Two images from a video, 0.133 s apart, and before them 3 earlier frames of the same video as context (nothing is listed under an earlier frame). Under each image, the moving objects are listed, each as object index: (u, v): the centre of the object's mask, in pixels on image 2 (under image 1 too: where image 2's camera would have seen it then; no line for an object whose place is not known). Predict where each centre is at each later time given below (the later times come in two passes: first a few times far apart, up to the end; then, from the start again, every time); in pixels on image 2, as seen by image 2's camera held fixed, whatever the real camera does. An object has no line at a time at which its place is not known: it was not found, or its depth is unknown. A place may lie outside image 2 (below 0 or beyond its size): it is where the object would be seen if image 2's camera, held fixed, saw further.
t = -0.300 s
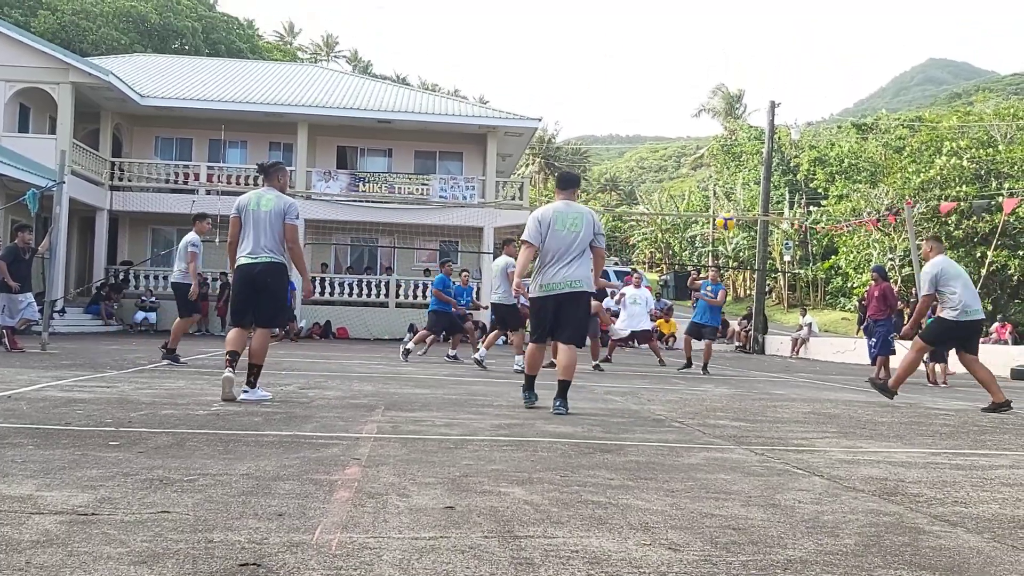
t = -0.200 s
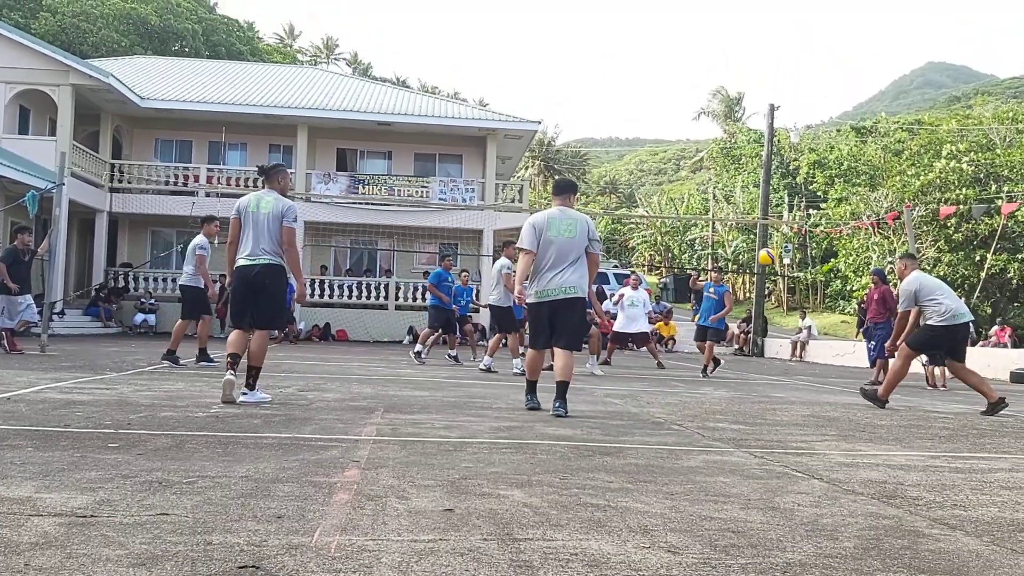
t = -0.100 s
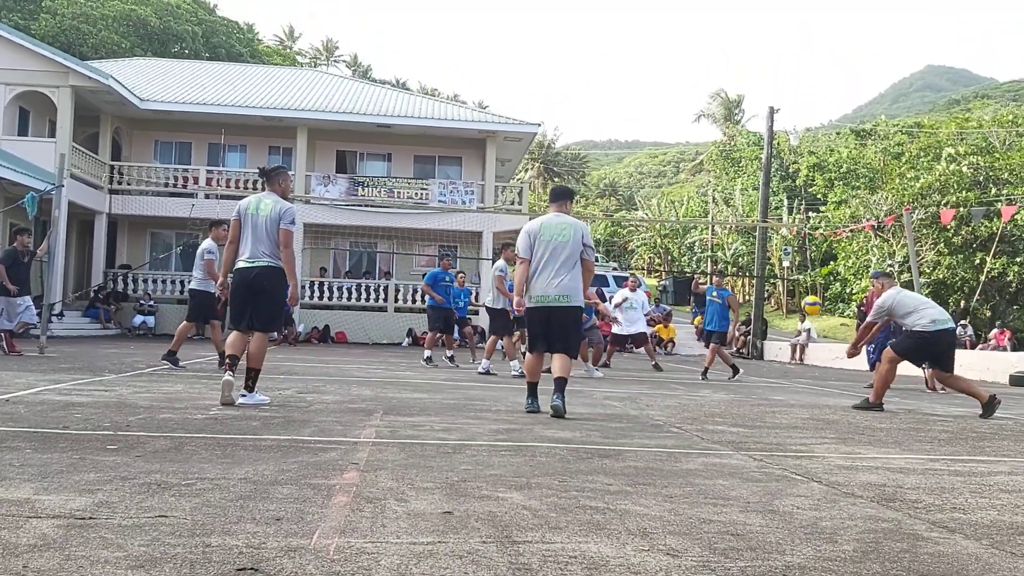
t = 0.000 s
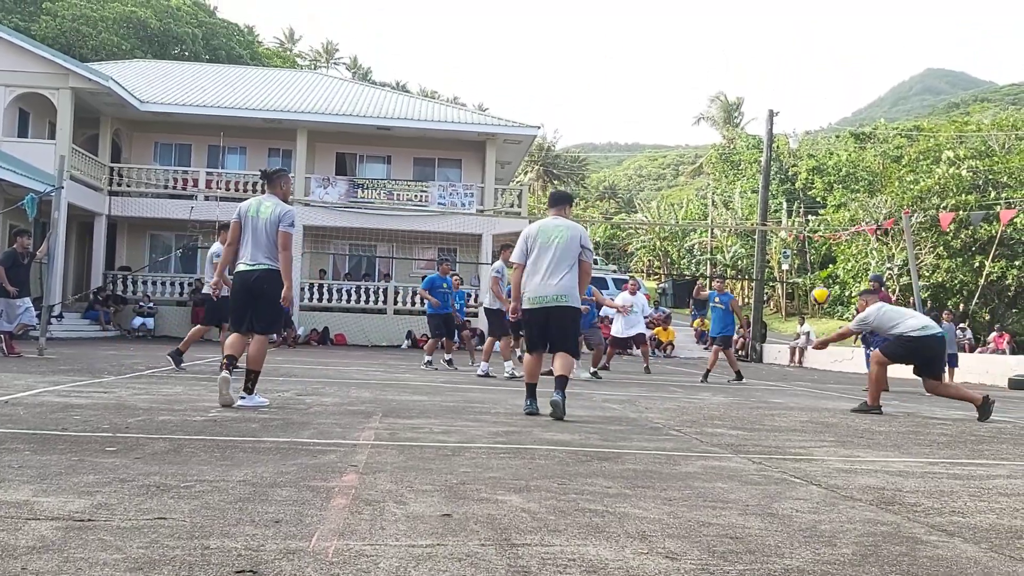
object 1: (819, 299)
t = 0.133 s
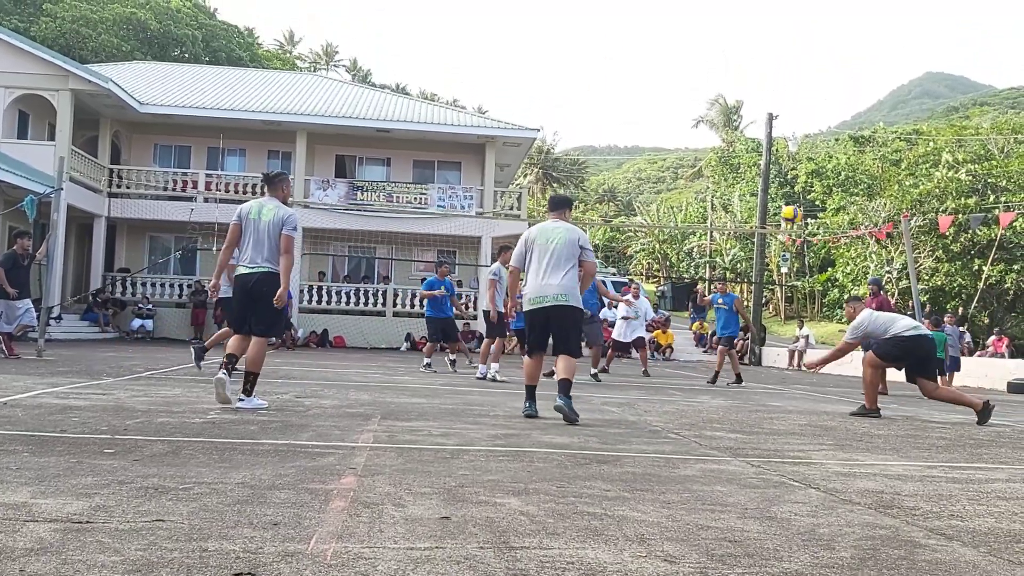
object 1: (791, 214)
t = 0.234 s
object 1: (771, 163)
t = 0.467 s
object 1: (727, 74)
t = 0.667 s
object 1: (691, 35)
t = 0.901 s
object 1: (648, 32)
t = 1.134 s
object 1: (605, 80)
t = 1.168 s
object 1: (599, 90)
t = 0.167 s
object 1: (784, 196)
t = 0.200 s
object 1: (778, 179)
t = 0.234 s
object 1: (771, 163)
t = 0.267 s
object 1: (764, 148)
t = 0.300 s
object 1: (758, 132)
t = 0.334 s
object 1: (752, 120)
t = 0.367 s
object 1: (745, 107)
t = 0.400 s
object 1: (739, 95)
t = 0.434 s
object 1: (733, 84)
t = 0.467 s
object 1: (727, 74)
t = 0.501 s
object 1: (721, 66)
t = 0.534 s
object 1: (715, 57)
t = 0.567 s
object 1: (709, 50)
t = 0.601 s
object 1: (703, 44)
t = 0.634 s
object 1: (697, 39)
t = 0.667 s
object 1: (691, 35)
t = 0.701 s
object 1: (685, 32)
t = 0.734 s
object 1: (679, 29)
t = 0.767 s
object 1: (673, 27)
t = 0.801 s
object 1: (666, 28)
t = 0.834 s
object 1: (661, 28)
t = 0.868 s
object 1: (654, 30)
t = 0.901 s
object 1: (648, 32)
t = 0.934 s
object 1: (642, 36)
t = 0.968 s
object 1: (636, 41)
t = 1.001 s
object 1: (630, 47)
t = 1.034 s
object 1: (623, 53)
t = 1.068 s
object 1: (617, 61)
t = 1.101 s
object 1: (611, 70)
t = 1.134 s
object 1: (605, 80)
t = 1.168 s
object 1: (599, 90)
